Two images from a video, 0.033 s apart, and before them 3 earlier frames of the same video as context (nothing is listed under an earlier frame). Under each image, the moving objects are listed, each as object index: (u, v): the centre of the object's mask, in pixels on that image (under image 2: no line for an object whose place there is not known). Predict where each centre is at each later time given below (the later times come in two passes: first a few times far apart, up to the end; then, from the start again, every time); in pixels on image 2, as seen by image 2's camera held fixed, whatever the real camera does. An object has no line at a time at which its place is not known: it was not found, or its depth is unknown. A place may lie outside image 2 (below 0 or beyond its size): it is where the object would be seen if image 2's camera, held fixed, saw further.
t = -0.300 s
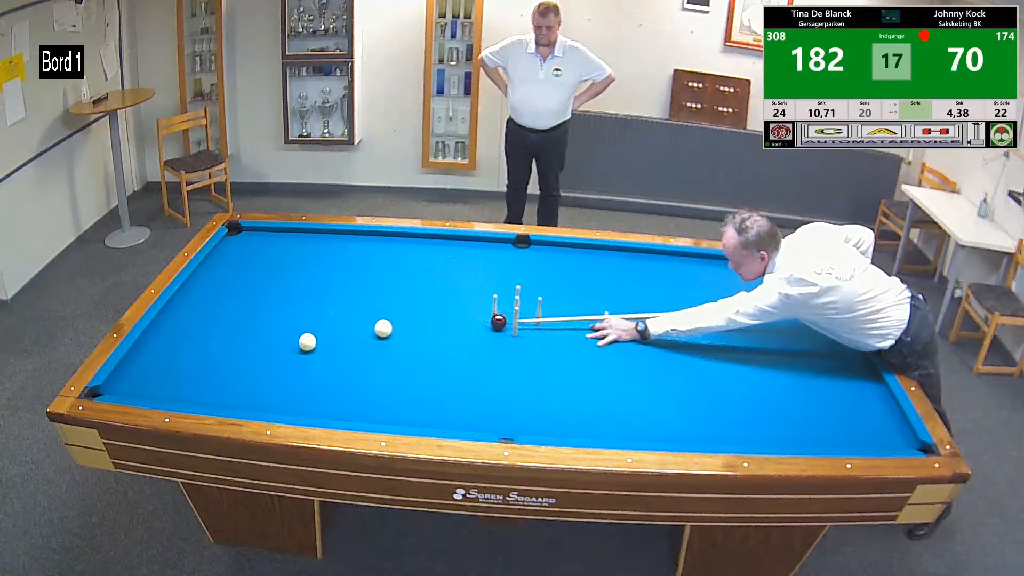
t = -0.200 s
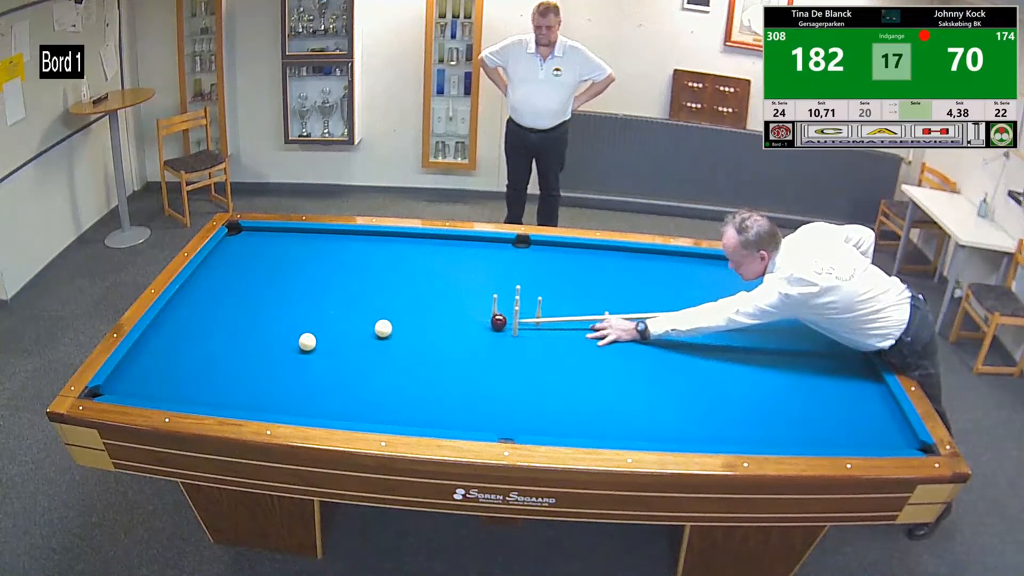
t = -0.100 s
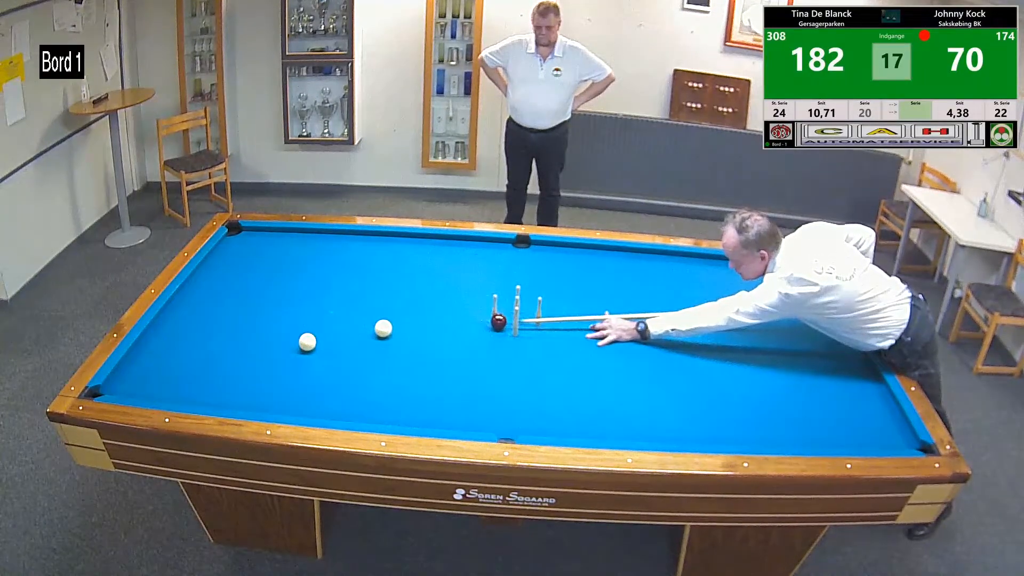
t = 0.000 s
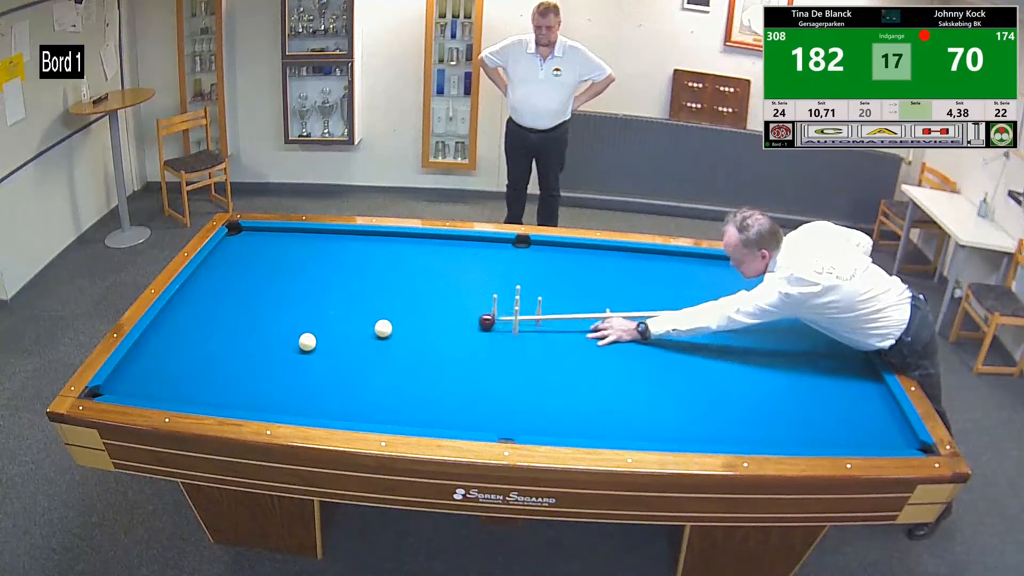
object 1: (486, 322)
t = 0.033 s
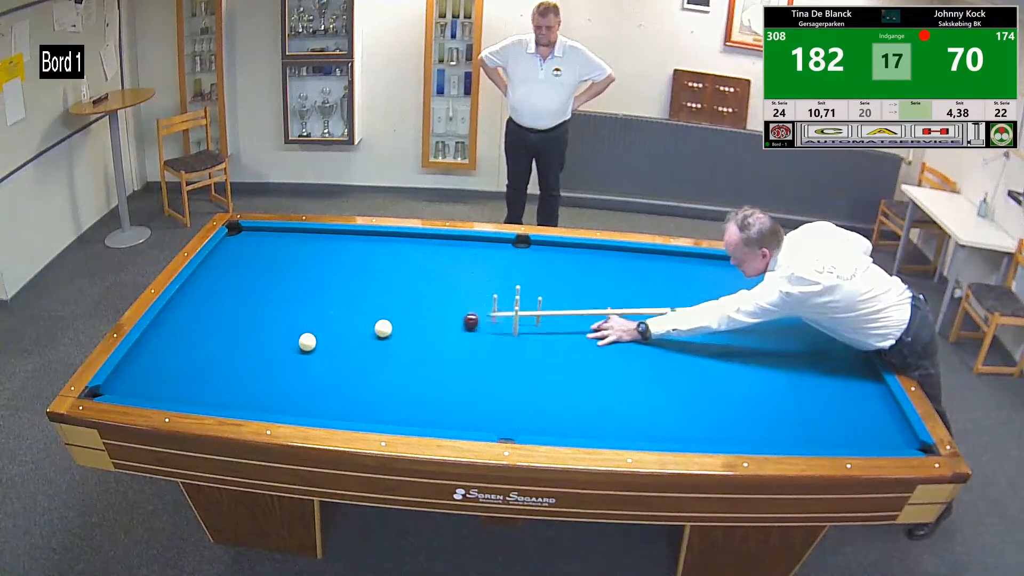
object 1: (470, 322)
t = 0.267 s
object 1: (371, 321)
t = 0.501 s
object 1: (277, 321)
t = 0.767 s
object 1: (179, 320)
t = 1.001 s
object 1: (195, 331)
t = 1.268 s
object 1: (243, 348)
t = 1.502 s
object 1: (290, 364)
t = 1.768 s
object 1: (349, 385)
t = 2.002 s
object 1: (405, 404)
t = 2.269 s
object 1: (474, 423)
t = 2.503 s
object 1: (504, 428)
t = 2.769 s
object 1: (485, 407)
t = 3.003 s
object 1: (470, 391)
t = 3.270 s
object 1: (455, 373)
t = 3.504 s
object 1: (443, 359)
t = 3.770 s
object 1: (430, 345)
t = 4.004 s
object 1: (419, 333)
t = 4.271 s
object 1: (409, 321)
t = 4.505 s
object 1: (401, 311)
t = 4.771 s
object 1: (392, 301)
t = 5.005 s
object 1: (385, 292)
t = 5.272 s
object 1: (378, 283)
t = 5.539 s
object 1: (371, 276)
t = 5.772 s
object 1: (366, 269)
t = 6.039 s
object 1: (361, 262)
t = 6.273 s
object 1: (356, 257)
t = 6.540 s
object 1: (351, 251)
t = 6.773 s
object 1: (347, 247)
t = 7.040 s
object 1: (343, 242)
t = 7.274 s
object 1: (340, 238)
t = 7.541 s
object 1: (336, 234)
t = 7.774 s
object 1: (332, 234)
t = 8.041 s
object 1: (328, 236)
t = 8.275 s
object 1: (325, 238)
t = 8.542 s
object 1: (321, 239)
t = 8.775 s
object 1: (319, 240)
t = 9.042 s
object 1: (316, 241)
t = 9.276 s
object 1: (314, 242)
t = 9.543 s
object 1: (313, 243)
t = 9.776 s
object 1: (312, 243)
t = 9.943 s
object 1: (311, 243)
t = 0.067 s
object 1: (456, 322)
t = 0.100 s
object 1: (442, 322)
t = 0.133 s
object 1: (428, 322)
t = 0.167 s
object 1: (414, 322)
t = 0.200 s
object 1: (400, 321)
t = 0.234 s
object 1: (386, 317)
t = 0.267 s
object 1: (371, 321)
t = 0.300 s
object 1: (358, 321)
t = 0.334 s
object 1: (344, 321)
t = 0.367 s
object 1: (330, 321)
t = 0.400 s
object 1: (317, 321)
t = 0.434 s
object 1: (303, 321)
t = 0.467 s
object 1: (290, 321)
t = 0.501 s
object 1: (277, 321)
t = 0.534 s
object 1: (264, 321)
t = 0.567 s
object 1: (251, 321)
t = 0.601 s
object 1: (239, 321)
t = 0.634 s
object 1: (226, 321)
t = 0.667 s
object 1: (213, 320)
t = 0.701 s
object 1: (202, 320)
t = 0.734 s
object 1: (190, 320)
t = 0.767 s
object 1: (179, 320)
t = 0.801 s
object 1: (168, 320)
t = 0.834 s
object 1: (160, 320)
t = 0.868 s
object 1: (168, 322)
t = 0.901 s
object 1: (175, 324)
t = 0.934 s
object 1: (182, 326)
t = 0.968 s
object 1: (188, 328)
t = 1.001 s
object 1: (195, 331)
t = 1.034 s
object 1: (201, 333)
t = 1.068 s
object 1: (206, 335)
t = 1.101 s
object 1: (212, 337)
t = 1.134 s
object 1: (218, 339)
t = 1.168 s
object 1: (224, 341)
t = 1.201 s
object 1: (230, 344)
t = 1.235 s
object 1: (237, 346)
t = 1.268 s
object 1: (243, 348)
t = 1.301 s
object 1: (249, 350)
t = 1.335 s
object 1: (256, 353)
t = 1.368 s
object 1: (263, 355)
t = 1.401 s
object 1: (269, 358)
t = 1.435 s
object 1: (276, 360)
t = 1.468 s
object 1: (283, 362)
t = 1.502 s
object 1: (290, 364)
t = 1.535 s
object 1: (297, 367)
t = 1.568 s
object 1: (304, 369)
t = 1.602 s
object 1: (311, 372)
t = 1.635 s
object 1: (319, 374)
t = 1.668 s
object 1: (326, 377)
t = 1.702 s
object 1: (333, 380)
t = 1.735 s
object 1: (341, 382)
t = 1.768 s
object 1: (349, 385)
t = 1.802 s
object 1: (357, 388)
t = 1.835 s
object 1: (364, 390)
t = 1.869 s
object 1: (372, 393)
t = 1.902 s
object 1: (381, 396)
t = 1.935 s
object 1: (389, 398)
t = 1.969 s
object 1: (397, 401)
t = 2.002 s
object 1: (405, 404)
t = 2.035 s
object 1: (413, 407)
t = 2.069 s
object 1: (422, 410)
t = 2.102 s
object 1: (430, 412)
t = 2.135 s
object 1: (439, 415)
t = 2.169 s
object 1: (448, 418)
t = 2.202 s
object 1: (456, 420)
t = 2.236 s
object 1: (465, 421)
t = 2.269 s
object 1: (474, 423)
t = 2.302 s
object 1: (483, 425)
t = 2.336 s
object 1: (493, 428)
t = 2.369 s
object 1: (502, 431)
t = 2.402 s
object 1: (509, 433)
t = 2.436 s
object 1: (511, 432)
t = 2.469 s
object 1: (507, 430)
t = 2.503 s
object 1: (504, 428)
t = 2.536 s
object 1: (502, 426)
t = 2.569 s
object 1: (499, 422)
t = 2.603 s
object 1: (497, 420)
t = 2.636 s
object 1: (494, 418)
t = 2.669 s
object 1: (492, 414)
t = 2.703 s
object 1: (490, 413)
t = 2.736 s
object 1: (487, 410)
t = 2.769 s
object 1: (485, 407)
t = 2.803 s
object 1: (483, 405)
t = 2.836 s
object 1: (481, 403)
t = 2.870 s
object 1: (478, 400)
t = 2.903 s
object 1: (476, 398)
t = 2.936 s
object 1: (474, 396)
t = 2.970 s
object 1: (472, 393)
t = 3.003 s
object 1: (470, 391)
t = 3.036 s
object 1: (468, 388)
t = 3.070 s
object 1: (466, 387)
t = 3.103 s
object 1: (464, 384)
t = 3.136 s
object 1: (462, 382)
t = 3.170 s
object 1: (460, 380)
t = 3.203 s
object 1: (458, 377)
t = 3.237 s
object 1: (457, 376)
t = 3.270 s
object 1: (455, 373)
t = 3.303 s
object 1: (453, 371)
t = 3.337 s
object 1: (451, 369)
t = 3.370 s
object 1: (449, 367)
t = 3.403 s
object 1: (447, 365)
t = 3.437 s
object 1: (446, 363)
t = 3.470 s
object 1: (444, 361)
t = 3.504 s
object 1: (443, 359)
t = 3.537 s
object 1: (441, 357)
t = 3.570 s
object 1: (439, 355)
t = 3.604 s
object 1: (438, 354)
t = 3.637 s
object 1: (436, 352)
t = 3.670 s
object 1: (434, 350)
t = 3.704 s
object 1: (433, 348)
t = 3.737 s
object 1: (432, 347)
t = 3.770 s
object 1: (430, 345)
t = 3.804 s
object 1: (428, 343)
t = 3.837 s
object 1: (427, 341)
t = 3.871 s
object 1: (425, 340)
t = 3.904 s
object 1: (424, 338)
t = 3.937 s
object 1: (422, 336)
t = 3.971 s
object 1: (421, 335)
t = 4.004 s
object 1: (419, 333)
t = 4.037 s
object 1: (418, 331)
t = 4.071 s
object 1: (417, 330)
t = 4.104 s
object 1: (416, 328)
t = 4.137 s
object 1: (414, 327)
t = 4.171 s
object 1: (413, 325)
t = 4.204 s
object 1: (412, 324)
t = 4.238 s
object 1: (411, 322)
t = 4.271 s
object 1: (409, 321)
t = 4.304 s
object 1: (408, 319)
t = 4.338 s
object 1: (407, 318)
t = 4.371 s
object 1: (406, 316)
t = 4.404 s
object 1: (405, 315)
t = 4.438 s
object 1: (403, 314)
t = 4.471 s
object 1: (402, 312)
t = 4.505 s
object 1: (401, 311)
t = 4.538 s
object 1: (400, 310)
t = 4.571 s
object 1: (399, 308)
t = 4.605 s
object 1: (398, 307)
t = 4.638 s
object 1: (397, 306)
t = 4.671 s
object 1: (395, 304)
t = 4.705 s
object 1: (394, 303)
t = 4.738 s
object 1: (393, 302)
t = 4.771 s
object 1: (392, 301)
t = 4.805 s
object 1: (391, 299)
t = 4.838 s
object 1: (390, 298)
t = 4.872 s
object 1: (389, 297)
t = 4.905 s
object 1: (388, 296)
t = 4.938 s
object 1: (387, 294)
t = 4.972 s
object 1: (386, 293)
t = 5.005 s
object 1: (385, 292)
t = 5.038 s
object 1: (384, 291)
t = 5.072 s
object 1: (383, 290)
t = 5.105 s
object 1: (383, 289)
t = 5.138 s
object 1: (382, 288)
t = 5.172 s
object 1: (381, 287)
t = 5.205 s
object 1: (380, 285)
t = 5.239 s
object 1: (379, 285)
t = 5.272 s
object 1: (378, 283)
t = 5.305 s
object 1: (377, 282)
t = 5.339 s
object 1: (376, 281)
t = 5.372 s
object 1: (376, 280)
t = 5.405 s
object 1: (375, 279)
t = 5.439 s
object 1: (374, 278)
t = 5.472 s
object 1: (373, 277)
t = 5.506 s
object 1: (372, 277)
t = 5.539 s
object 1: (371, 276)
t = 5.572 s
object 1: (371, 274)
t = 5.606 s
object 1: (370, 273)
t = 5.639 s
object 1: (369, 273)
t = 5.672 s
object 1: (368, 272)
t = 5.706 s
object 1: (368, 271)
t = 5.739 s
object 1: (367, 270)
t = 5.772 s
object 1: (366, 269)
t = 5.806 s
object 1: (365, 268)
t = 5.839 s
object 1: (365, 267)
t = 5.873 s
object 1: (364, 266)
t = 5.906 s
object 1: (363, 265)
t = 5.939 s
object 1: (363, 265)
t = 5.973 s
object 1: (362, 264)
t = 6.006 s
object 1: (361, 263)
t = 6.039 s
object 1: (361, 262)
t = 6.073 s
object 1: (360, 261)
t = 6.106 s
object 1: (359, 261)
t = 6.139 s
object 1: (358, 260)
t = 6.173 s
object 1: (358, 259)
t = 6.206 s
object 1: (357, 258)
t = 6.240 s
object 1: (357, 258)
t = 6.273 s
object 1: (356, 257)
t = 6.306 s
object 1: (355, 256)
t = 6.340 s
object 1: (355, 255)
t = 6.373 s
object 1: (354, 255)
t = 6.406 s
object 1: (353, 254)
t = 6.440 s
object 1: (353, 253)
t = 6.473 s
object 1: (352, 252)
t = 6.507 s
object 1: (352, 252)
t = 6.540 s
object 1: (351, 251)
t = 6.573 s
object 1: (351, 250)
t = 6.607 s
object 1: (350, 250)
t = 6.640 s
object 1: (349, 249)
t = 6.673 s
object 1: (349, 249)
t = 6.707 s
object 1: (348, 248)
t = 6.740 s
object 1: (348, 247)
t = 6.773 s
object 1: (347, 247)
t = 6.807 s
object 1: (347, 246)
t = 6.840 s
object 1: (346, 245)
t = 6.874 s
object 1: (346, 245)
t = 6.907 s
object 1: (345, 244)
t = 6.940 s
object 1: (345, 244)
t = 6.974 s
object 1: (344, 243)
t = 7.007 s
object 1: (344, 242)
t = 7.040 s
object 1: (343, 242)
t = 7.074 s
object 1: (343, 241)
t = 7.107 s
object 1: (342, 241)
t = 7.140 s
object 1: (342, 240)
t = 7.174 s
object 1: (341, 239)
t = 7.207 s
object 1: (341, 239)
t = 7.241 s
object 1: (340, 238)
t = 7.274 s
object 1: (340, 238)
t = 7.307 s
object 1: (339, 237)
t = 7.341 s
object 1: (339, 237)
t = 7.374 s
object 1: (339, 237)
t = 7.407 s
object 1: (338, 236)
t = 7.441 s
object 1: (338, 236)
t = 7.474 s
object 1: (338, 235)
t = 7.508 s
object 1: (337, 234)
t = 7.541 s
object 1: (336, 234)
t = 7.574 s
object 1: (336, 234)
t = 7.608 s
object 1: (335, 234)
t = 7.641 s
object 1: (335, 234)
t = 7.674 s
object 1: (334, 234)
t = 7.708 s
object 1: (333, 234)
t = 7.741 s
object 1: (333, 234)
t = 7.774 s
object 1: (332, 234)
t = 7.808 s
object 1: (332, 235)
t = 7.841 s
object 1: (331, 235)
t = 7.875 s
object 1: (331, 235)
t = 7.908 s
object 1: (330, 236)
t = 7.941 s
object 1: (330, 235)
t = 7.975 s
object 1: (329, 236)
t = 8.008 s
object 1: (329, 236)
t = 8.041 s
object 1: (328, 236)
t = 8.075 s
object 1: (328, 236)
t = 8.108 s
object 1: (327, 237)
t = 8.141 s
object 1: (327, 237)
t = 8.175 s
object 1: (326, 237)
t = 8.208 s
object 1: (326, 237)
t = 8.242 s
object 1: (325, 237)
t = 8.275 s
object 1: (325, 238)
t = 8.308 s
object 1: (324, 238)
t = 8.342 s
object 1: (323, 238)
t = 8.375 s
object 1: (323, 238)
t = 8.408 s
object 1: (323, 238)
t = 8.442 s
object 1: (322, 238)
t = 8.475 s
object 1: (322, 238)
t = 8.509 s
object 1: (321, 239)
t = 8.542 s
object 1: (321, 239)
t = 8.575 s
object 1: (321, 239)
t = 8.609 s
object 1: (320, 239)
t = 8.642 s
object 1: (320, 239)
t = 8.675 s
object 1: (320, 240)
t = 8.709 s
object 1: (319, 240)
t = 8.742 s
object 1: (319, 240)
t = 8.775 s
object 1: (319, 240)
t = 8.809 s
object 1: (318, 240)
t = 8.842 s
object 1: (318, 240)
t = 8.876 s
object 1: (317, 240)
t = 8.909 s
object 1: (317, 240)
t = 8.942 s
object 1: (317, 241)
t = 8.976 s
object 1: (316, 241)
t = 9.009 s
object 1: (316, 241)
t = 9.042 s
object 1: (316, 241)
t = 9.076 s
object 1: (316, 241)
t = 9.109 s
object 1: (315, 241)
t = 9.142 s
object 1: (315, 241)
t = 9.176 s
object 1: (315, 242)
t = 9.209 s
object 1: (315, 242)
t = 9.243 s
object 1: (314, 242)
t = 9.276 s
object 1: (314, 242)
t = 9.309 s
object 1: (314, 242)
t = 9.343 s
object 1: (314, 242)
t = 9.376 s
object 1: (313, 242)
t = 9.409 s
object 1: (313, 242)
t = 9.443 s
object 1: (313, 243)
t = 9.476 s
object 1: (313, 243)
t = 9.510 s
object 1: (313, 243)
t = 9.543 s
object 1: (313, 243)
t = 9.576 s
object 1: (312, 243)
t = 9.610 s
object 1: (312, 243)
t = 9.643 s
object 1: (312, 243)
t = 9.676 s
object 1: (312, 243)
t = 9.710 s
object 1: (312, 243)
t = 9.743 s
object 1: (312, 243)
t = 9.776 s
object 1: (312, 243)
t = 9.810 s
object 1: (312, 243)
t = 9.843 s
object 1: (311, 243)
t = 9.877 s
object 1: (311, 243)
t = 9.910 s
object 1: (311, 243)
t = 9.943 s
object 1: (311, 243)
